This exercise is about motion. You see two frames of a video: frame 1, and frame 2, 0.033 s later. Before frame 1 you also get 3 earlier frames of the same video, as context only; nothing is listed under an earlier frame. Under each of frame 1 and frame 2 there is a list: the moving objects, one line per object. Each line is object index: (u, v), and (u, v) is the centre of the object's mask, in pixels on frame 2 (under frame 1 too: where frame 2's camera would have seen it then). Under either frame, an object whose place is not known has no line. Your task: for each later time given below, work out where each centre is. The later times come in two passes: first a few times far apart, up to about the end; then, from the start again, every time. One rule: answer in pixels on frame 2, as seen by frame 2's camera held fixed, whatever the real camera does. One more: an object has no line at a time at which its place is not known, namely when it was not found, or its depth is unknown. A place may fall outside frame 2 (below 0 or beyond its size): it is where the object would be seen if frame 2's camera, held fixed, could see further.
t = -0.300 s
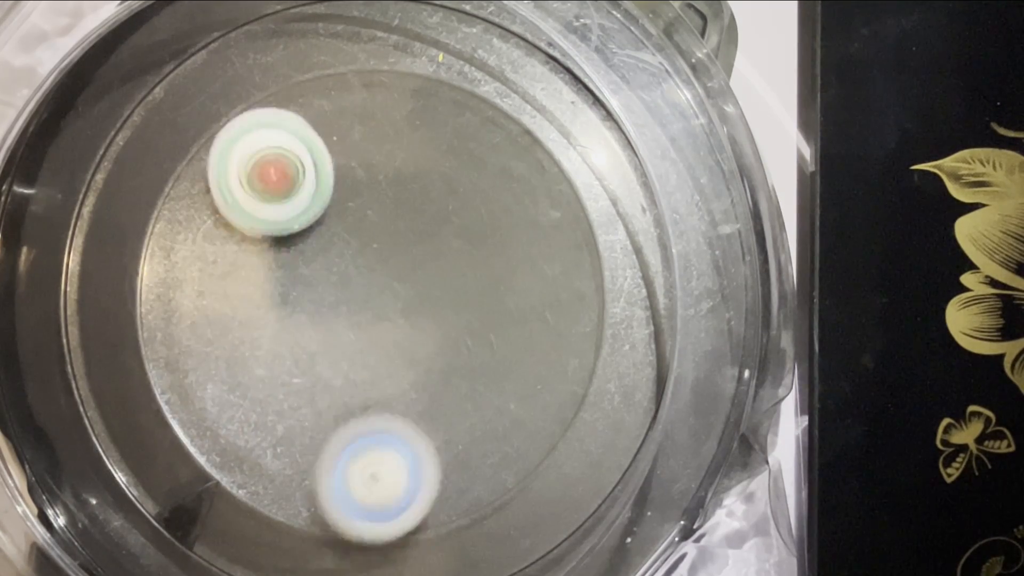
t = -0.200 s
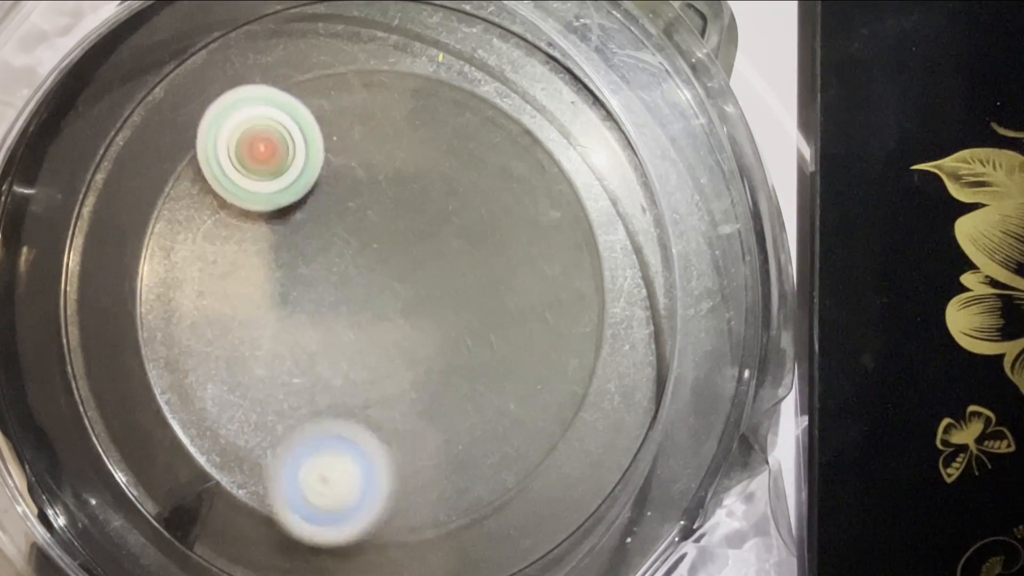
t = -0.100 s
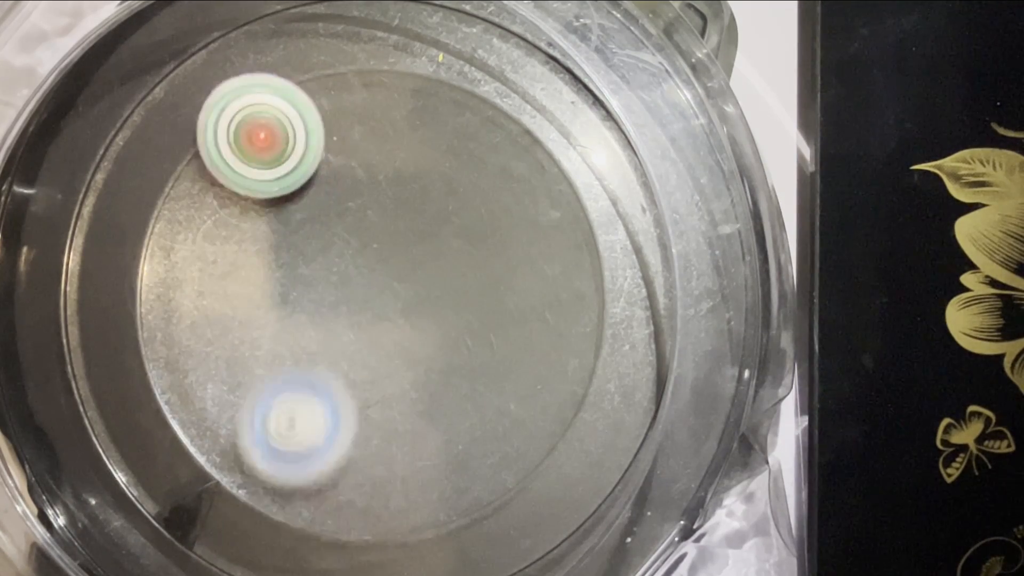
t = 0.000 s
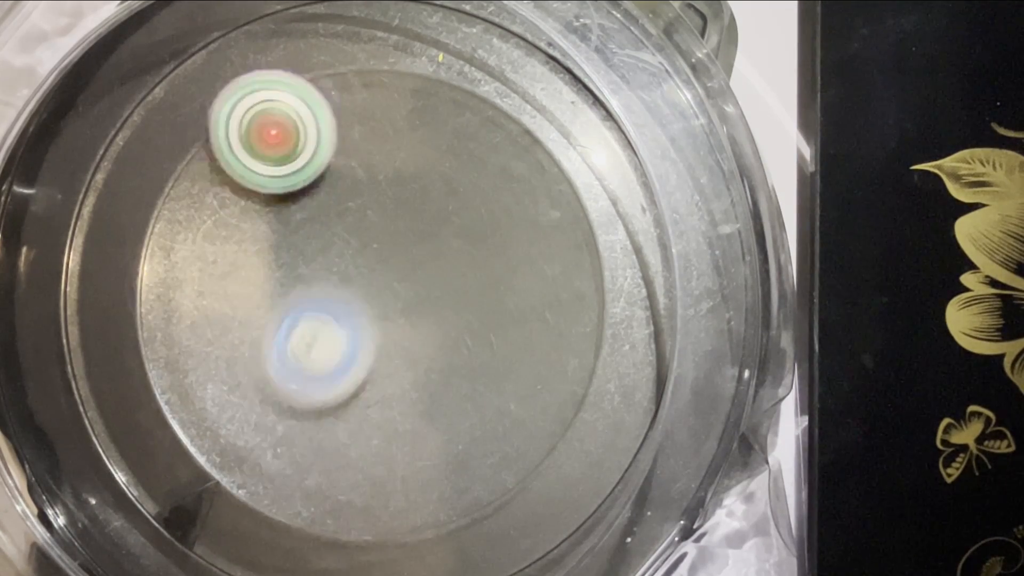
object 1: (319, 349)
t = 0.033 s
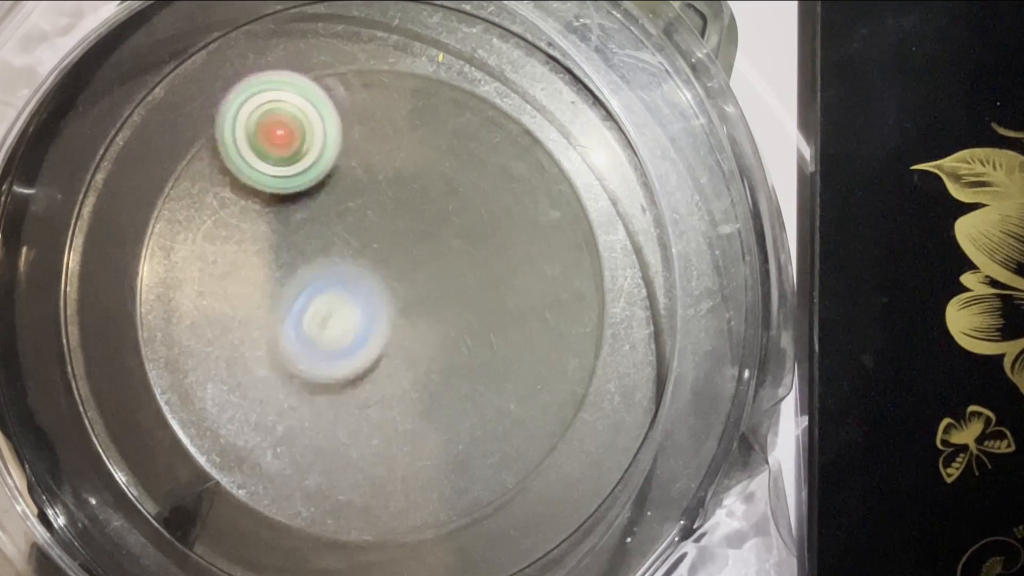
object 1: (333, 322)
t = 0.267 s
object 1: (484, 282)
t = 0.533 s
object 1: (499, 417)
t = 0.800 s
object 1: (334, 313)
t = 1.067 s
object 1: (341, 154)
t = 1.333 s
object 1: (464, 221)
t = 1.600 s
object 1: (365, 283)
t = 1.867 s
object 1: (304, 185)
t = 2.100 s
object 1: (387, 254)
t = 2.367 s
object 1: (291, 364)
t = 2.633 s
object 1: (274, 283)
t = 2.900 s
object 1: (412, 335)
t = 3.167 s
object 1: (356, 445)
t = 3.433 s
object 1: (338, 305)
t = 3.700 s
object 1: (475, 264)
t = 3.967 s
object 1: (529, 342)
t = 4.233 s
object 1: (534, 329)
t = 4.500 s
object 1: (575, 322)
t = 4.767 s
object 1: (464, 278)
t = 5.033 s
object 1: (352, 224)
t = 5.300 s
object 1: (261, 185)
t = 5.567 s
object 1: (303, 277)
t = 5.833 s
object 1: (302, 385)
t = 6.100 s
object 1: (315, 410)
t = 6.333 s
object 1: (379, 401)
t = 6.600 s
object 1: (461, 392)
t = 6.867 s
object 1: (474, 365)
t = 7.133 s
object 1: (457, 318)
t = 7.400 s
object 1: (447, 251)
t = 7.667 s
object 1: (413, 229)
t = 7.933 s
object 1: (403, 197)
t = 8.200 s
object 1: (383, 234)
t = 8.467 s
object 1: (352, 264)
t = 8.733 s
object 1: (313, 291)
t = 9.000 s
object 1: (343, 278)
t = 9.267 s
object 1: (373, 265)
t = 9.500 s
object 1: (317, 219)
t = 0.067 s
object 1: (350, 301)
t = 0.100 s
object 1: (372, 284)
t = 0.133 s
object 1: (394, 273)
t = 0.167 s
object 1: (418, 267)
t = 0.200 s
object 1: (441, 268)
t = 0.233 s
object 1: (463, 273)
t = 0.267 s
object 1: (484, 282)
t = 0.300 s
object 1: (503, 295)
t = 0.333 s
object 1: (518, 311)
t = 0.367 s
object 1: (529, 329)
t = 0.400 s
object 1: (535, 350)
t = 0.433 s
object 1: (536, 370)
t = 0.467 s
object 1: (530, 390)
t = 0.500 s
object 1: (517, 406)
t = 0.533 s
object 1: (499, 417)
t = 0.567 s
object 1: (475, 421)
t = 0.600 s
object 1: (450, 416)
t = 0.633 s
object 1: (427, 405)
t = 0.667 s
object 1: (405, 391)
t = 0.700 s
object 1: (387, 372)
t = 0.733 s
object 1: (369, 351)
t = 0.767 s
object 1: (355, 329)
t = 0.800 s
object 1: (334, 313)
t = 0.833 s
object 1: (318, 297)
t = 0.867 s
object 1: (309, 278)
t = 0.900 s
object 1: (304, 255)
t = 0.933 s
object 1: (304, 232)
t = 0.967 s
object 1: (307, 210)
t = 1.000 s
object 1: (314, 189)
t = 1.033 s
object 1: (327, 169)
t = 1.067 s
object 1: (341, 154)
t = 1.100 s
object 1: (360, 141)
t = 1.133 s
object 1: (382, 134)
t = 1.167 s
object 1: (404, 133)
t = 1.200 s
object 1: (424, 140)
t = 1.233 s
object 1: (444, 152)
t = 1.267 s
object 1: (457, 174)
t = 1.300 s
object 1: (464, 197)
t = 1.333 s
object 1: (464, 221)
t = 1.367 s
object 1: (460, 223)
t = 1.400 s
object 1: (454, 227)
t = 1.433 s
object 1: (445, 239)
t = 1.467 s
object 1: (432, 254)
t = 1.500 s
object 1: (418, 266)
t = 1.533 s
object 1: (402, 277)
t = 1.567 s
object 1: (384, 282)
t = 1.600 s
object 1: (365, 283)
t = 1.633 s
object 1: (345, 278)
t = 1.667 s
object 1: (330, 269)
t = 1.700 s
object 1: (316, 257)
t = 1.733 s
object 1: (306, 241)
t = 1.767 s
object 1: (298, 225)
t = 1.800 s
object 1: (294, 210)
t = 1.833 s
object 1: (296, 196)
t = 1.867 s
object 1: (304, 185)
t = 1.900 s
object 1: (316, 179)
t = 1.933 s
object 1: (331, 180)
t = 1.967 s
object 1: (346, 187)
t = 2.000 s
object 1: (360, 198)
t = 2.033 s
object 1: (373, 214)
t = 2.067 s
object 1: (382, 232)
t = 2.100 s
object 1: (387, 254)
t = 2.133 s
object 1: (387, 275)
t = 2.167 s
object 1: (383, 296)
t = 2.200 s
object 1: (375, 315)
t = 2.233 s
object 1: (362, 331)
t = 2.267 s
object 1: (347, 345)
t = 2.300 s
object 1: (330, 356)
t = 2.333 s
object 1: (313, 363)
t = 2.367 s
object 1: (291, 364)
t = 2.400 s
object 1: (272, 363)
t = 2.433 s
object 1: (256, 356)
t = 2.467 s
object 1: (242, 349)
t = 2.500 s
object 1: (234, 335)
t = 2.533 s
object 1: (234, 322)
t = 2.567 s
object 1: (242, 307)
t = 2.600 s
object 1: (257, 292)
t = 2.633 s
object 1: (274, 283)
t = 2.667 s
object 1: (294, 273)
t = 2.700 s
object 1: (317, 271)
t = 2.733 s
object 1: (337, 271)
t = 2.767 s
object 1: (356, 276)
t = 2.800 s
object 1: (375, 288)
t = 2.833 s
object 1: (391, 300)
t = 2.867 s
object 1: (402, 317)
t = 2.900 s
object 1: (412, 335)
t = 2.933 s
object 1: (417, 353)
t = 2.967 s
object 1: (418, 373)
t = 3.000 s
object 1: (417, 393)
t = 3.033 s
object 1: (411, 410)
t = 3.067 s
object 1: (400, 426)
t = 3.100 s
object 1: (388, 438)
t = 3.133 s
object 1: (373, 445)
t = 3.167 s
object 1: (356, 445)
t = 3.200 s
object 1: (342, 439)
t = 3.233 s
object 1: (329, 428)
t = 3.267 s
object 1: (320, 414)
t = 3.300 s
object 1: (315, 391)
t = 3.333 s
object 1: (316, 369)
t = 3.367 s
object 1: (321, 346)
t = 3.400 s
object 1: (328, 324)
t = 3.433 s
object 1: (338, 305)
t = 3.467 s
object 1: (352, 289)
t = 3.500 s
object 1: (369, 276)
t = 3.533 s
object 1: (385, 266)
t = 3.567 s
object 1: (403, 259)
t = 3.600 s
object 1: (423, 256)
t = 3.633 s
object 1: (442, 256)
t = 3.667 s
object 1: (459, 258)
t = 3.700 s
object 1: (475, 264)
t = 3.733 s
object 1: (491, 274)
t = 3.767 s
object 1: (509, 279)
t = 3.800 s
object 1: (526, 281)
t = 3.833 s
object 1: (536, 288)
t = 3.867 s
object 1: (542, 300)
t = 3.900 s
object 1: (544, 313)
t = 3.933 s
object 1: (539, 328)
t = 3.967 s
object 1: (529, 342)
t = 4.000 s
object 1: (521, 349)
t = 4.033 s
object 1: (517, 350)
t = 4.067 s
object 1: (505, 348)
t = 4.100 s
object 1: (491, 345)
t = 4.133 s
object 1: (474, 342)
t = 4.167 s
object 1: (474, 336)
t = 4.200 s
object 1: (509, 332)
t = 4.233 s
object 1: (534, 329)
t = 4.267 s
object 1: (549, 327)
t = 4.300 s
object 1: (560, 327)
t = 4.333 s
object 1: (572, 324)
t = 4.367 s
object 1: (583, 321)
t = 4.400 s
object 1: (588, 322)
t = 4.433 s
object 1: (586, 324)
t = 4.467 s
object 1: (580, 324)
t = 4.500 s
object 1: (575, 322)
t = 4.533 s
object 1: (567, 318)
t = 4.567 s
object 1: (556, 313)
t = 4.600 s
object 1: (542, 308)
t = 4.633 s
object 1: (527, 303)
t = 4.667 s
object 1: (511, 298)
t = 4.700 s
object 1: (494, 290)
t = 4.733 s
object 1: (479, 283)
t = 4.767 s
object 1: (464, 278)
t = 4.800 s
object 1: (449, 273)
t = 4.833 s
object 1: (433, 266)
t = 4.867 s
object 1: (419, 259)
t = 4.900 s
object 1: (405, 253)
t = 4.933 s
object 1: (391, 246)
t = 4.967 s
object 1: (378, 238)
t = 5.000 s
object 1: (364, 231)
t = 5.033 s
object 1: (352, 224)
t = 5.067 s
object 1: (339, 218)
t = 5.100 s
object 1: (325, 210)
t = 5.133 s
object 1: (314, 204)
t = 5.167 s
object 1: (302, 197)
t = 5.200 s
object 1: (291, 192)
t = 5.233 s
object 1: (280, 188)
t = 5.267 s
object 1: (269, 185)
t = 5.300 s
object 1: (261, 185)
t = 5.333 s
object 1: (267, 190)
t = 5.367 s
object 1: (272, 197)
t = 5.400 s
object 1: (276, 207)
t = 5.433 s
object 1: (283, 219)
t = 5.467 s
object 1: (289, 233)
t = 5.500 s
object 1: (295, 248)
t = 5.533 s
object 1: (299, 262)
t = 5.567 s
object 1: (303, 277)
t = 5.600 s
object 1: (306, 292)
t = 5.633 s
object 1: (307, 307)
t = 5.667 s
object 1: (308, 320)
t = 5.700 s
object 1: (308, 334)
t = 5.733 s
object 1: (308, 348)
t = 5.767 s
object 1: (306, 361)
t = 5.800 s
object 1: (304, 373)
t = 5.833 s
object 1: (302, 385)
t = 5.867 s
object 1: (301, 394)
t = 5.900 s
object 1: (301, 402)
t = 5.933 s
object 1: (301, 409)
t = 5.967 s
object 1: (301, 414)
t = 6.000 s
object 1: (302, 416)
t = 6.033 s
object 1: (304, 416)
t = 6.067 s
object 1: (308, 415)
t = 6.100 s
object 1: (315, 410)
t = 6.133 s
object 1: (323, 405)
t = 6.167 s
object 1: (333, 397)
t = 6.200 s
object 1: (341, 398)
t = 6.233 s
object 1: (350, 411)
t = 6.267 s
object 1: (359, 411)
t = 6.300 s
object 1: (370, 407)
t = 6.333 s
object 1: (379, 401)
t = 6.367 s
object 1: (389, 396)
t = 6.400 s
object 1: (396, 389)
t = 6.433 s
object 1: (406, 382)
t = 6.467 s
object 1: (415, 376)
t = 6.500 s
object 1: (429, 381)
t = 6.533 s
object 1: (441, 387)
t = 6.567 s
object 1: (450, 390)
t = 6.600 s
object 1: (461, 392)
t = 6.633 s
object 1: (469, 394)
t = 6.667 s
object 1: (475, 395)
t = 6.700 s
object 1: (478, 394)
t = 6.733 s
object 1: (481, 391)
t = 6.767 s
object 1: (481, 388)
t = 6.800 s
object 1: (479, 381)
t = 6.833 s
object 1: (477, 374)
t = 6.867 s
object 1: (474, 365)
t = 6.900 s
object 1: (469, 357)
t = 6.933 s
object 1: (462, 346)
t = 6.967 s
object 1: (463, 338)
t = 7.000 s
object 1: (467, 335)
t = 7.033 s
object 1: (466, 333)
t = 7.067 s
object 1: (465, 328)
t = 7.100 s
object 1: (462, 323)
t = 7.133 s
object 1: (457, 318)
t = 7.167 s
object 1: (451, 312)
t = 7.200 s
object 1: (444, 303)
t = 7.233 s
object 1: (437, 296)
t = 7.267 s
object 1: (438, 285)
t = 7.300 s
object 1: (442, 275)
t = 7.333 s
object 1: (444, 265)
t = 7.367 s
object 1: (445, 257)
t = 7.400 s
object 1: (447, 251)
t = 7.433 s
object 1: (446, 246)
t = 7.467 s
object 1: (444, 240)
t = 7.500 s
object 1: (442, 236)
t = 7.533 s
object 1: (438, 234)
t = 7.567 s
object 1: (433, 231)
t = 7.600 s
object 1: (427, 229)
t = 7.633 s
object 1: (422, 229)
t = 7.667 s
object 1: (413, 229)
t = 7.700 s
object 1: (406, 230)
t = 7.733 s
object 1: (398, 232)
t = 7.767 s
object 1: (394, 228)
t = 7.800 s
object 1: (395, 215)
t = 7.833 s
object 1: (397, 205)
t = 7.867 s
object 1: (399, 200)
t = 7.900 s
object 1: (401, 197)
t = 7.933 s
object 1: (403, 197)
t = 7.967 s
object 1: (404, 200)
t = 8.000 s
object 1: (402, 204)
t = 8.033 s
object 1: (402, 211)
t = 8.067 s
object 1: (398, 221)
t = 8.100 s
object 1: (394, 230)
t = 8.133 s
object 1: (389, 240)
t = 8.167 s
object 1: (384, 245)
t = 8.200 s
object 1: (383, 234)
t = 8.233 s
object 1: (382, 231)
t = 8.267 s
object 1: (378, 234)
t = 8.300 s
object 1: (374, 237)
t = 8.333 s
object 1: (370, 242)
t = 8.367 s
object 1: (366, 246)
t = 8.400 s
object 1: (362, 252)
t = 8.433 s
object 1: (357, 259)
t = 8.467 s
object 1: (352, 264)
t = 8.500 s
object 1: (348, 272)
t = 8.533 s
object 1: (343, 278)
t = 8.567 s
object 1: (339, 284)
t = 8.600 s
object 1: (335, 290)
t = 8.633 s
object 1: (331, 297)
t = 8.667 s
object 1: (327, 302)
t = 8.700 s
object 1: (320, 297)
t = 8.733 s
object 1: (313, 291)
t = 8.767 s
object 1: (309, 288)
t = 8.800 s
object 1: (307, 284)
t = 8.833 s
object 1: (309, 281)
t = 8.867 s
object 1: (312, 278)
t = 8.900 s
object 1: (320, 275)
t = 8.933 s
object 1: (327, 276)
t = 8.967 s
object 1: (339, 277)
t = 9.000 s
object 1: (343, 278)
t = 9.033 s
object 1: (339, 270)
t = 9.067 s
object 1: (341, 263)
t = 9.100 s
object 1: (342, 258)
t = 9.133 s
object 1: (347, 256)
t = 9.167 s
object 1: (351, 256)
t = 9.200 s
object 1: (358, 257)
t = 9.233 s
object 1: (366, 261)
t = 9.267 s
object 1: (373, 265)
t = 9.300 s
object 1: (362, 259)
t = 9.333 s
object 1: (349, 245)
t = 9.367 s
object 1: (341, 239)
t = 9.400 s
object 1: (336, 233)
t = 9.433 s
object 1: (331, 228)
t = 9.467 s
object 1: (323, 223)
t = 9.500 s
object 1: (317, 219)
